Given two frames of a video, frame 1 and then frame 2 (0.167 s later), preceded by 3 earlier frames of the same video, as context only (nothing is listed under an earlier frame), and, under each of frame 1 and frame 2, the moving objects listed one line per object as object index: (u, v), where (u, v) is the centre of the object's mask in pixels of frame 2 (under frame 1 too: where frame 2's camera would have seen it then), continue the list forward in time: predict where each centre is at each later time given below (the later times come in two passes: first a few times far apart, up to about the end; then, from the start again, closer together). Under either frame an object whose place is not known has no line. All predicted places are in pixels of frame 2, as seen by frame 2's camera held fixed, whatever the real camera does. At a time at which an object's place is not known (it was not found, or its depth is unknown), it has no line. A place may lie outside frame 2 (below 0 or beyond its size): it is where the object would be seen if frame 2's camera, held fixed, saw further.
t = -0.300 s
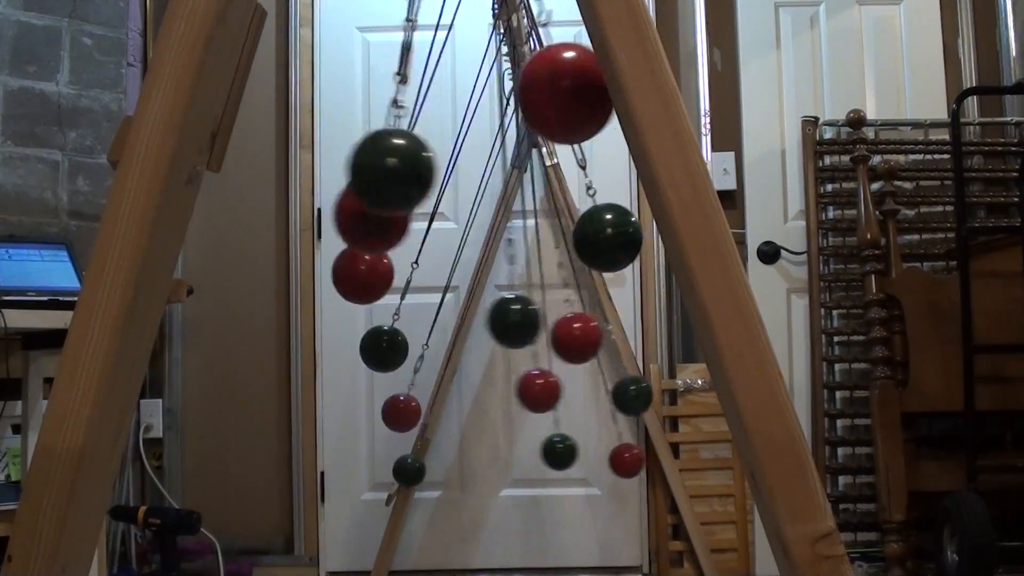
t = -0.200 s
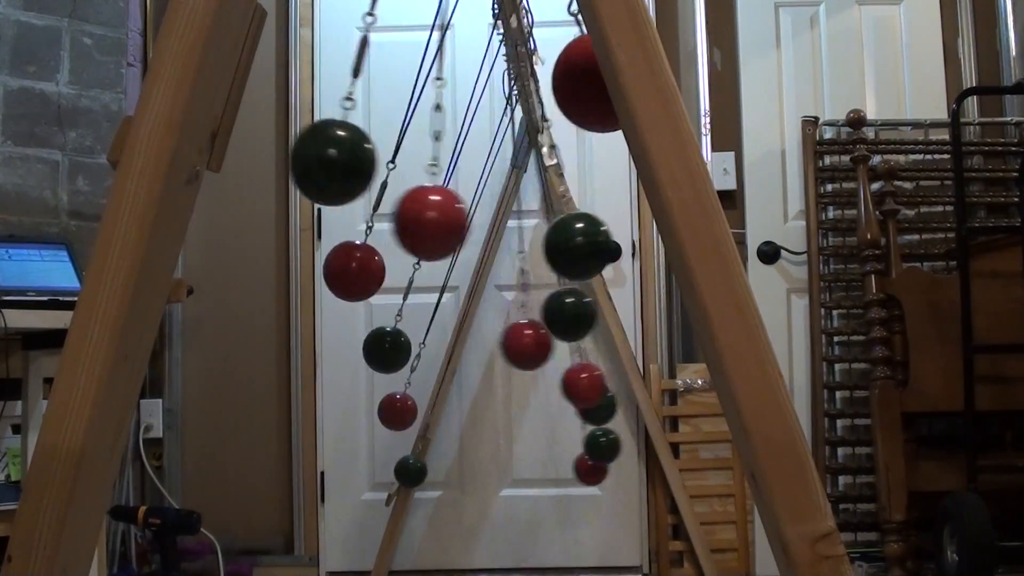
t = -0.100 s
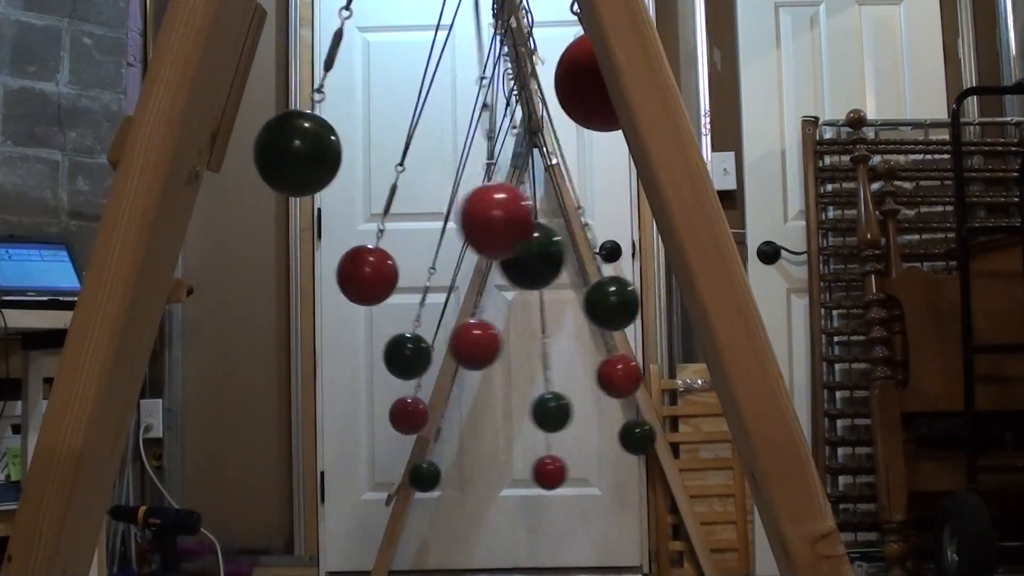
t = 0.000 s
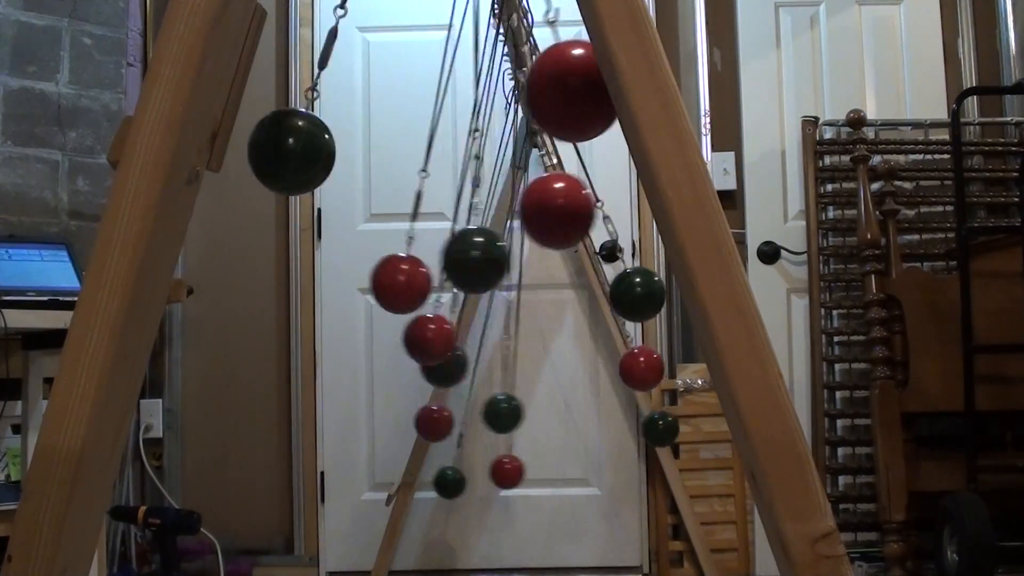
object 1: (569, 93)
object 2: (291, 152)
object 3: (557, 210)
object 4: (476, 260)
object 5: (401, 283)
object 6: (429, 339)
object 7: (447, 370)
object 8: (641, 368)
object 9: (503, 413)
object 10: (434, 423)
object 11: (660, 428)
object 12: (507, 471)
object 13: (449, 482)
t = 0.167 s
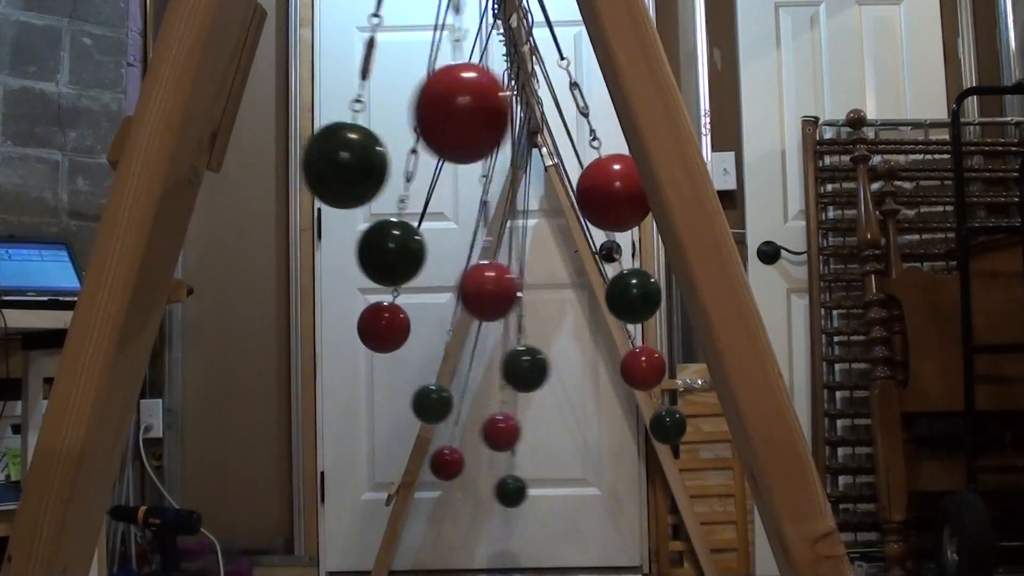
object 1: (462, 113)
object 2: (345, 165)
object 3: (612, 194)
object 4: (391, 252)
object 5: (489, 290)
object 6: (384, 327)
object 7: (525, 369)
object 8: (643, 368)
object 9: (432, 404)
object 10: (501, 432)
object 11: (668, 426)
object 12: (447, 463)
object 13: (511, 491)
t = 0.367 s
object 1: (312, 105)
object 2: (480, 172)
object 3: (591, 201)
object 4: (351, 243)
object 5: (591, 275)
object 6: (396, 331)
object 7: (614, 353)
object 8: (586, 384)
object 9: (393, 392)
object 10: (591, 426)
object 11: (626, 440)
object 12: (411, 453)
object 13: (594, 487)
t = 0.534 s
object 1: (271, 96)
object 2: (580, 152)
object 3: (502, 220)
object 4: (384, 251)
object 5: (628, 263)
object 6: (455, 353)
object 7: (646, 342)
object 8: (512, 391)
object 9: (408, 397)
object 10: (645, 412)
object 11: (557, 452)
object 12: (419, 456)
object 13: (647, 475)
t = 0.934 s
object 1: (455, 113)
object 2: (525, 167)
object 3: (320, 202)
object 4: (581, 245)
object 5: (493, 290)
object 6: (630, 323)
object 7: (537, 368)
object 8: (393, 372)
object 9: (574, 409)
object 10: (616, 421)
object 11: (410, 434)
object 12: (555, 472)
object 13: (648, 475)
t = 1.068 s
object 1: (551, 98)
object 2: (430, 173)
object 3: (337, 208)
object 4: (612, 236)
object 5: (420, 287)
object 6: (639, 319)
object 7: (470, 367)
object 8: (406, 376)
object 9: (626, 397)
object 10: (561, 430)
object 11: (400, 431)
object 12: (607, 464)
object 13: (608, 489)
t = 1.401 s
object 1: (565, 94)
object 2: (293, 152)
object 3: (524, 217)
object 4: (525, 269)
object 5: (363, 274)
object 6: (531, 344)
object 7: (384, 349)
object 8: (535, 391)
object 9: (646, 391)
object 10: (424, 420)
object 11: (481, 450)
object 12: (665, 448)
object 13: (474, 487)
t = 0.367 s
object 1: (312, 105)
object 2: (480, 172)
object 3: (591, 201)
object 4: (351, 243)
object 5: (591, 275)
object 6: (396, 331)
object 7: (614, 353)
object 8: (586, 384)
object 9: (393, 392)
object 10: (591, 426)
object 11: (626, 440)
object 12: (411, 453)
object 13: (594, 487)
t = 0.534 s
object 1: (271, 96)
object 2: (580, 152)
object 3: (502, 220)
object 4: (384, 251)
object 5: (628, 263)
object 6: (455, 353)
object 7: (646, 342)
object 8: (512, 391)
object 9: (408, 397)
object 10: (645, 412)
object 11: (557, 452)
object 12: (419, 456)
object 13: (647, 475)
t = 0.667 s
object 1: (282, 99)
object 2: (600, 146)
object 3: (415, 221)
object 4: (451, 264)
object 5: (615, 268)
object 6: (526, 344)
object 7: (638, 346)
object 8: (452, 387)
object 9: (449, 416)
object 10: (662, 406)
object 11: (497, 452)
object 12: (450, 464)
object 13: (669, 467)
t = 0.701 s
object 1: (291, 101)
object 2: (600, 146)
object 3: (395, 218)
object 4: (464, 259)
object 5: (606, 271)
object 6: (543, 343)
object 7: (631, 348)
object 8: (439, 385)
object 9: (466, 411)
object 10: (662, 406)
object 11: (482, 450)
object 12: (459, 468)
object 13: (672, 466)
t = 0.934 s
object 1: (455, 113)
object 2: (525, 167)
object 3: (320, 202)
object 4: (581, 245)
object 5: (493, 290)
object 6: (630, 323)
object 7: (537, 368)
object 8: (393, 372)
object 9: (574, 409)
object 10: (616, 421)
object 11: (410, 434)
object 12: (555, 472)
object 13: (648, 475)
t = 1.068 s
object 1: (551, 98)
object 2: (430, 173)
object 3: (337, 208)
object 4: (612, 236)
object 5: (420, 287)
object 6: (639, 319)
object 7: (470, 367)
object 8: (406, 376)
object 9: (626, 397)
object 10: (561, 430)
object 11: (400, 431)
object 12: (607, 464)
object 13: (608, 489)
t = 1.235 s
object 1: (584, 88)
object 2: (329, 161)
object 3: (417, 221)
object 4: (595, 241)
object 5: (363, 274)
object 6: (605, 331)
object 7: (406, 355)
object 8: (458, 387)
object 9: (658, 386)
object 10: (485, 430)
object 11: (424, 439)
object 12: (653, 453)
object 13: (540, 492)
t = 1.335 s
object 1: (579, 90)
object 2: (297, 153)
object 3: (481, 222)
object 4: (558, 251)
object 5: (356, 272)
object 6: (568, 347)
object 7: (387, 350)
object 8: (504, 391)
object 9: (656, 387)
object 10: (446, 425)
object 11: (456, 451)
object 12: (664, 448)
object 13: (499, 490)
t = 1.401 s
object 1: (565, 94)
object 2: (293, 152)
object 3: (524, 217)
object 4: (525, 269)
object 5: (363, 274)
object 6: (531, 344)
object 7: (384, 349)
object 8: (535, 391)
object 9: (646, 391)
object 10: (424, 420)
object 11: (481, 450)
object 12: (665, 448)
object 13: (474, 487)
